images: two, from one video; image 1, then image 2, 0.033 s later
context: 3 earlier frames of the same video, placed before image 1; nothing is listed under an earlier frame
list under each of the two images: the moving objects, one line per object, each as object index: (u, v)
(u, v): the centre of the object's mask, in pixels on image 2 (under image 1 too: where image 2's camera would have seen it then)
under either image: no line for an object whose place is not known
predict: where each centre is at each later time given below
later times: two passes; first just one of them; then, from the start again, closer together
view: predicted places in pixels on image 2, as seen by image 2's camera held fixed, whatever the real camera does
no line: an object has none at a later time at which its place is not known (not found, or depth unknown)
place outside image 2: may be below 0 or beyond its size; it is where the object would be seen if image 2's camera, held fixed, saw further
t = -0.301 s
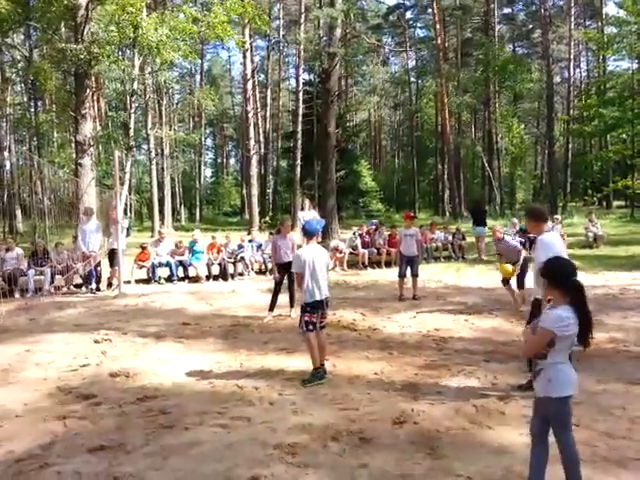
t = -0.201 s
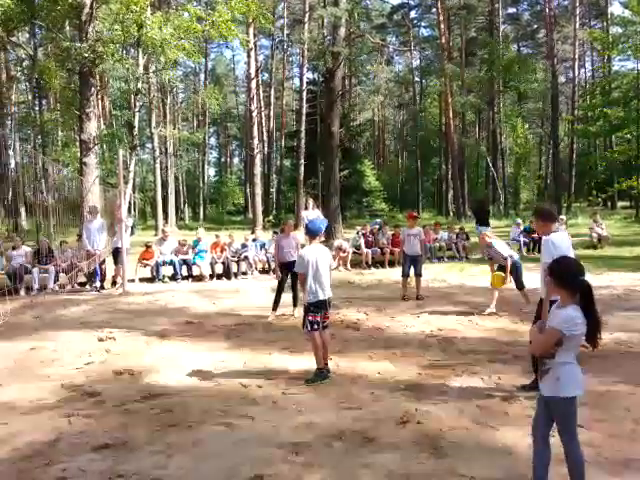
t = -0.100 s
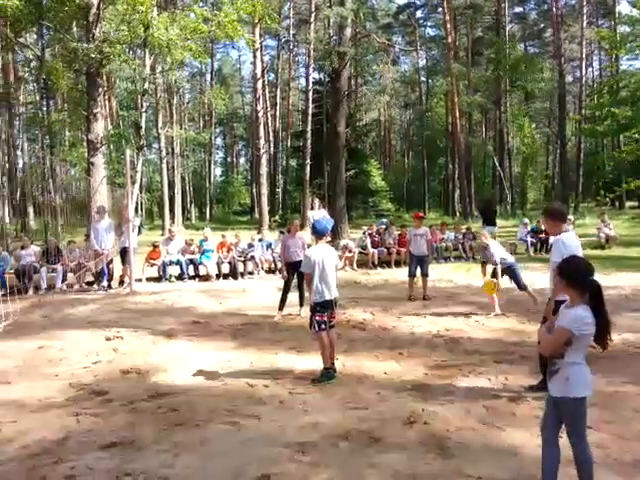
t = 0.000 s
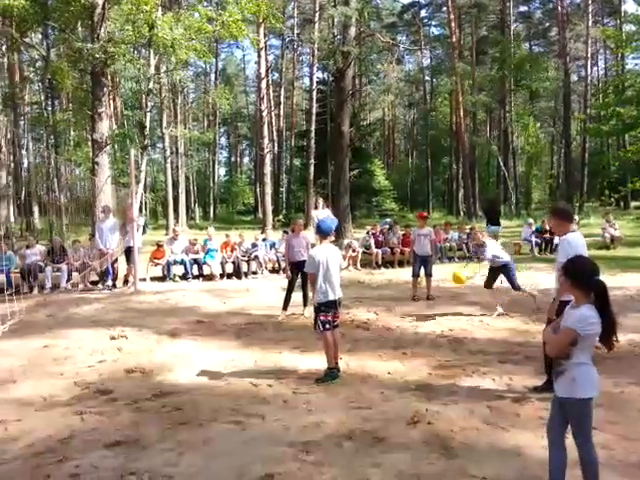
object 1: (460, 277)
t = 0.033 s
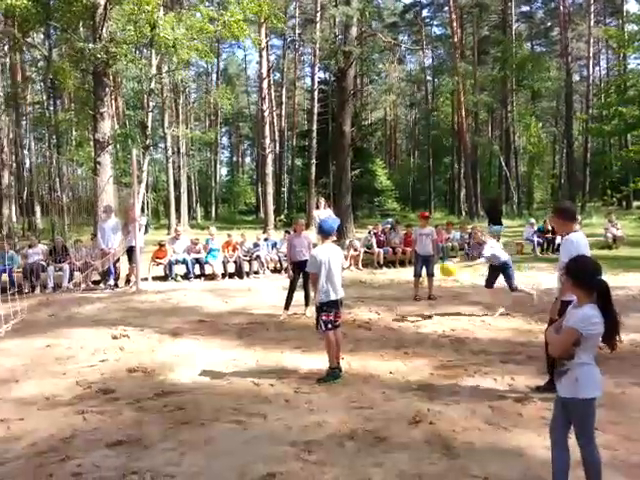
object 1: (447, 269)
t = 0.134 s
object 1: (404, 251)
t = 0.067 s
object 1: (434, 263)
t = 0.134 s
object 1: (404, 251)
